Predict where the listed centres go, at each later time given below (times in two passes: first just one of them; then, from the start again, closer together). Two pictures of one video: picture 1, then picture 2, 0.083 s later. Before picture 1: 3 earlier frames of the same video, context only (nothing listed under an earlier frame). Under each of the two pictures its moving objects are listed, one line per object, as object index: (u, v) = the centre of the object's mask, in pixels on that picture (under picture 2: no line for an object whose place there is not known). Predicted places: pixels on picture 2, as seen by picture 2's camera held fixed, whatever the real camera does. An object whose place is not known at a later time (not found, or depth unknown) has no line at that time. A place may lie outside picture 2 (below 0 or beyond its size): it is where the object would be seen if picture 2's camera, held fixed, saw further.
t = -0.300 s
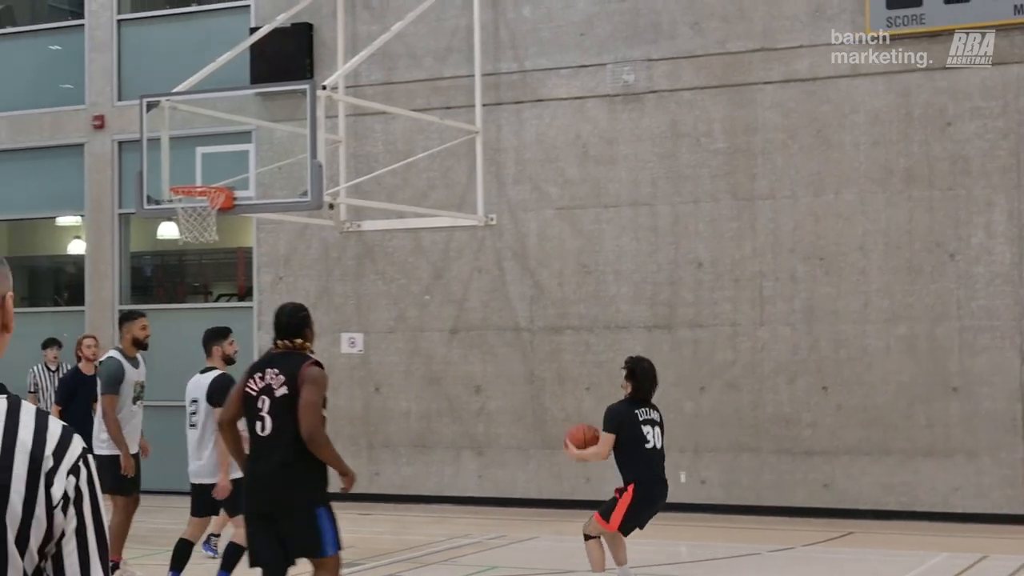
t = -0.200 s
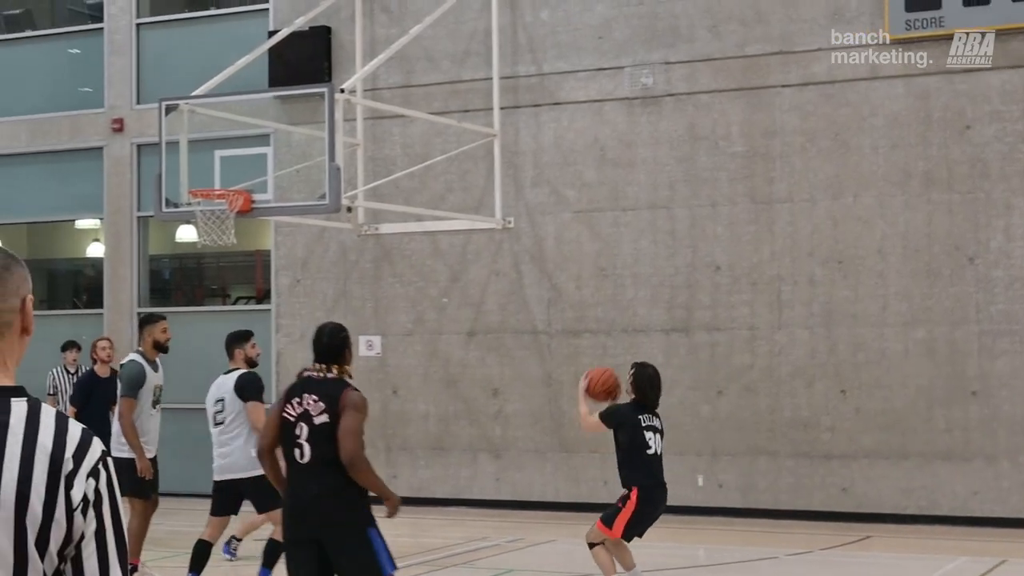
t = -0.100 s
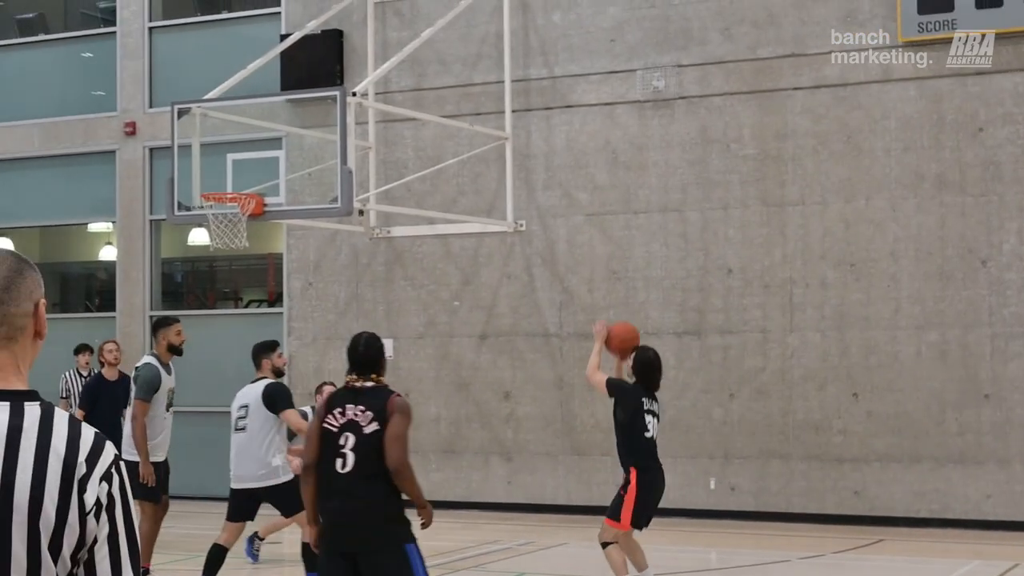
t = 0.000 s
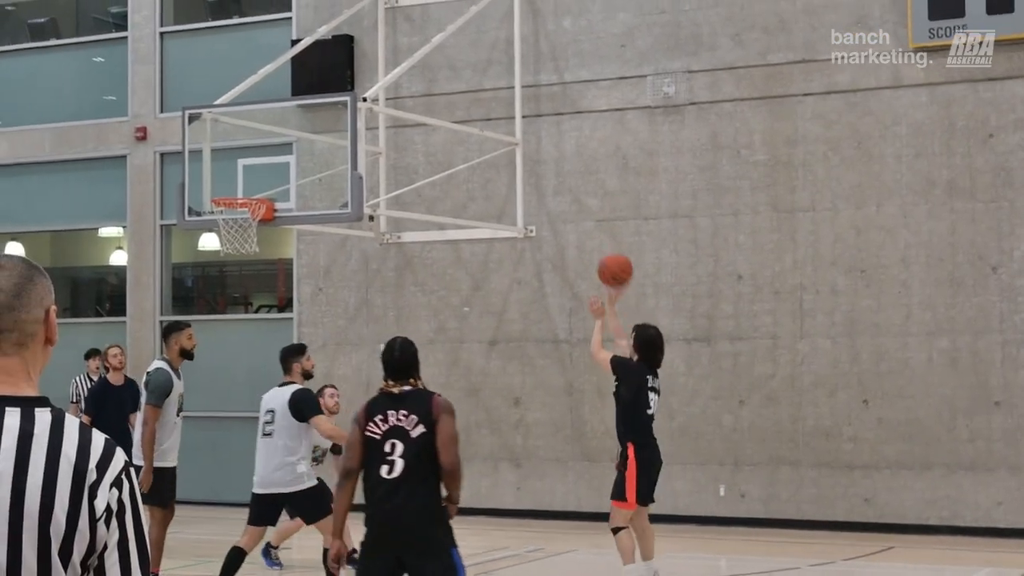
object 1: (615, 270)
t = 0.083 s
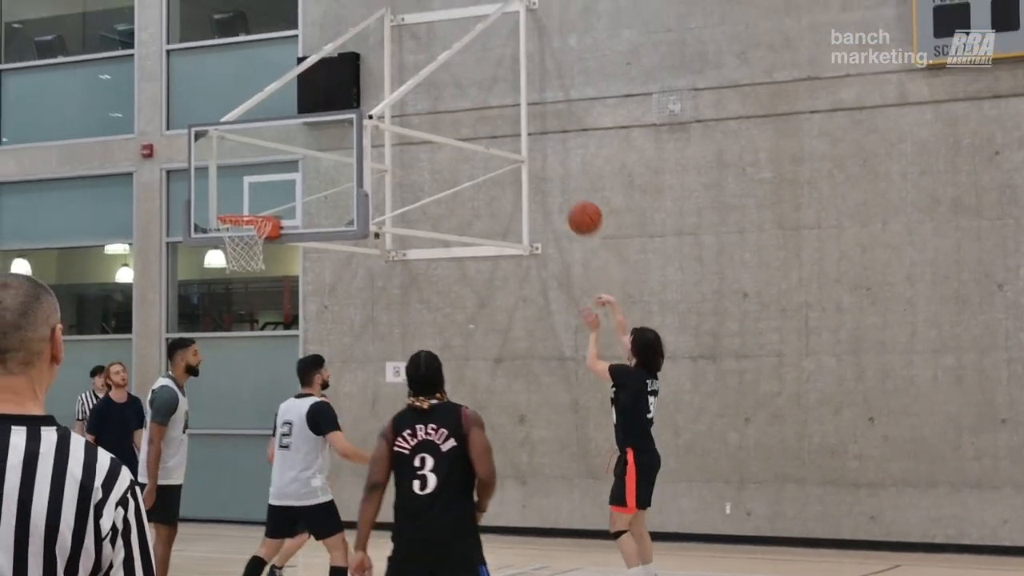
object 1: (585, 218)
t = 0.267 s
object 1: (511, 108)
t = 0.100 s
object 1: (577, 205)
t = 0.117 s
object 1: (571, 193)
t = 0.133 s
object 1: (564, 182)
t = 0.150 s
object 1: (556, 171)
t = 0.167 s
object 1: (550, 160)
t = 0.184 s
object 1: (543, 151)
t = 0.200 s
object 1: (537, 141)
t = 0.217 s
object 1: (530, 132)
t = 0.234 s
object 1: (524, 123)
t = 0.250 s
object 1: (517, 115)
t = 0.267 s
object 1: (511, 108)
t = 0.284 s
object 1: (504, 100)
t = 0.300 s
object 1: (498, 93)
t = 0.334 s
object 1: (486, 81)
